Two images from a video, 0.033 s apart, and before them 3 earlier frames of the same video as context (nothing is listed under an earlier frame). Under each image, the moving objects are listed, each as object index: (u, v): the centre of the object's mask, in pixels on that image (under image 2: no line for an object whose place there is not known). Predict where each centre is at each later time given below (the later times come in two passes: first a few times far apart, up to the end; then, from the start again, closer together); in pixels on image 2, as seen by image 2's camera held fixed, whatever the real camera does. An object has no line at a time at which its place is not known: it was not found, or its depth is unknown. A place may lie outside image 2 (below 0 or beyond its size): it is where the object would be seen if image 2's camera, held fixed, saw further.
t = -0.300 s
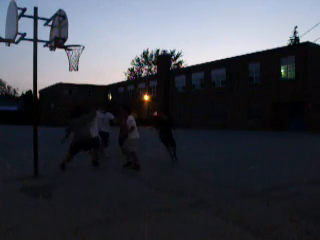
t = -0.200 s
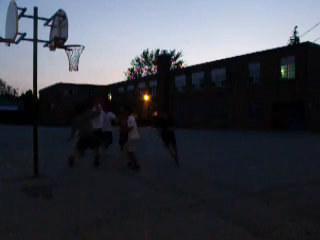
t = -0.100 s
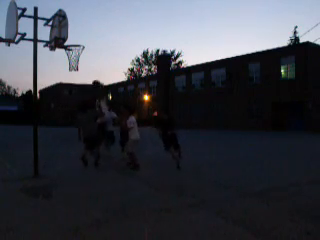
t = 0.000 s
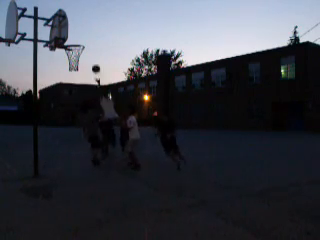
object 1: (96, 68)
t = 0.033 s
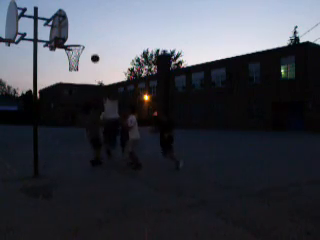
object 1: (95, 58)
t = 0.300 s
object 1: (91, 33)
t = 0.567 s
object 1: (86, 26)
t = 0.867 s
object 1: (82, 37)
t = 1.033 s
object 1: (85, 42)
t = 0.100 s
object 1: (94, 53)
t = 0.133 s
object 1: (94, 49)
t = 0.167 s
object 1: (93, 45)
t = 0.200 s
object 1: (93, 41)
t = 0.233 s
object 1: (92, 38)
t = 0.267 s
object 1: (92, 35)
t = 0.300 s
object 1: (91, 33)
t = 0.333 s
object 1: (90, 30)
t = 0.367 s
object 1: (90, 28)
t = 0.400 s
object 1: (89, 27)
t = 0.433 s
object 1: (89, 26)
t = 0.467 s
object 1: (88, 25)
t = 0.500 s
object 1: (87, 25)
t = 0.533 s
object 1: (87, 25)
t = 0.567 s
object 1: (86, 26)
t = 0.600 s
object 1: (85, 27)
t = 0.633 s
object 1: (85, 28)
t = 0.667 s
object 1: (84, 30)
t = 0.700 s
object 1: (83, 33)
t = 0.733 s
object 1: (82, 36)
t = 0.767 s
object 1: (82, 39)
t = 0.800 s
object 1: (81, 39)
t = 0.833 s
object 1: (82, 38)
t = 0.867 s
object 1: (82, 37)
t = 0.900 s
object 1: (83, 37)
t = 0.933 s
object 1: (83, 37)
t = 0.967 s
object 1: (84, 37)
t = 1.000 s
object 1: (84, 38)
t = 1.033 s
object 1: (85, 42)
